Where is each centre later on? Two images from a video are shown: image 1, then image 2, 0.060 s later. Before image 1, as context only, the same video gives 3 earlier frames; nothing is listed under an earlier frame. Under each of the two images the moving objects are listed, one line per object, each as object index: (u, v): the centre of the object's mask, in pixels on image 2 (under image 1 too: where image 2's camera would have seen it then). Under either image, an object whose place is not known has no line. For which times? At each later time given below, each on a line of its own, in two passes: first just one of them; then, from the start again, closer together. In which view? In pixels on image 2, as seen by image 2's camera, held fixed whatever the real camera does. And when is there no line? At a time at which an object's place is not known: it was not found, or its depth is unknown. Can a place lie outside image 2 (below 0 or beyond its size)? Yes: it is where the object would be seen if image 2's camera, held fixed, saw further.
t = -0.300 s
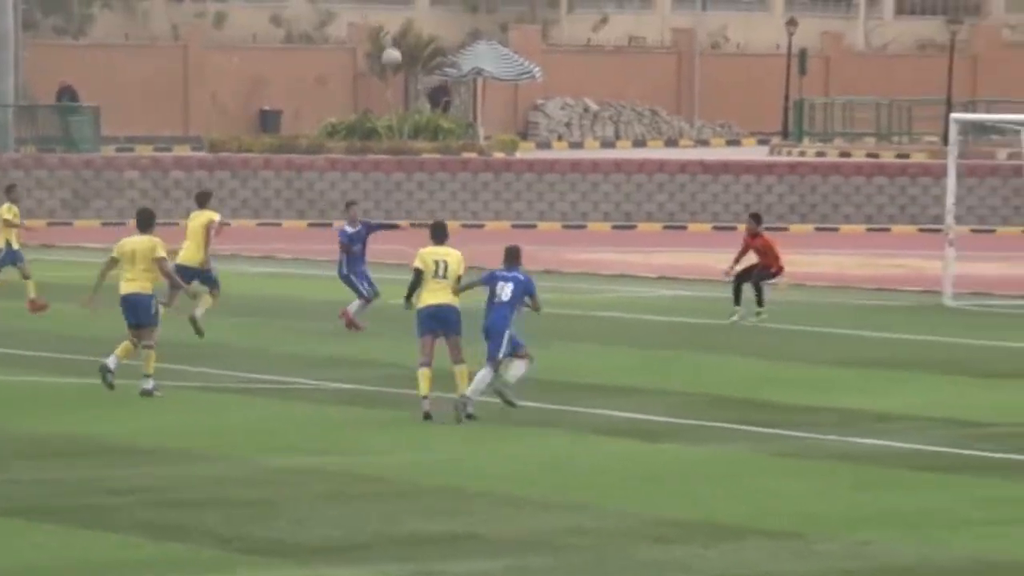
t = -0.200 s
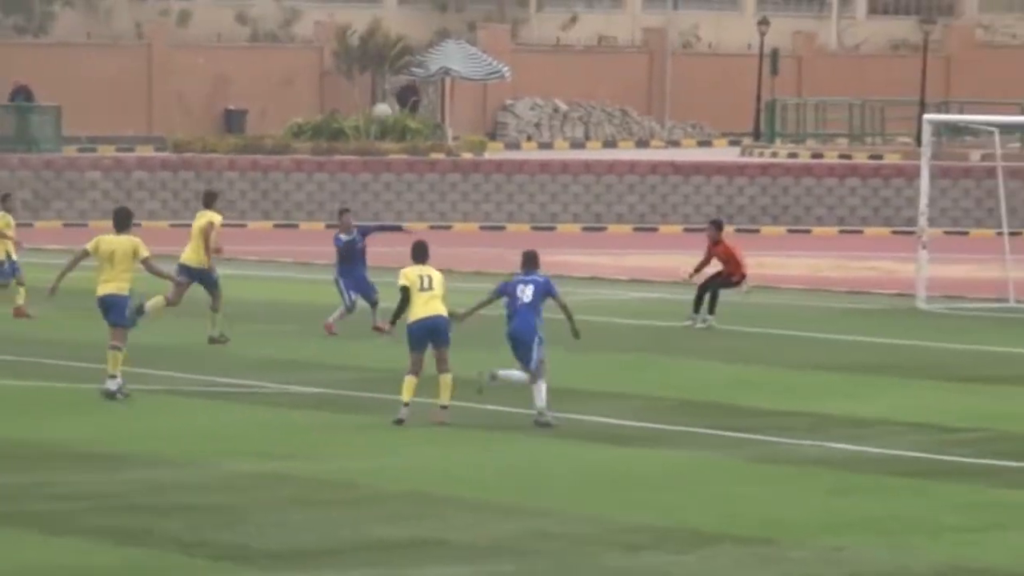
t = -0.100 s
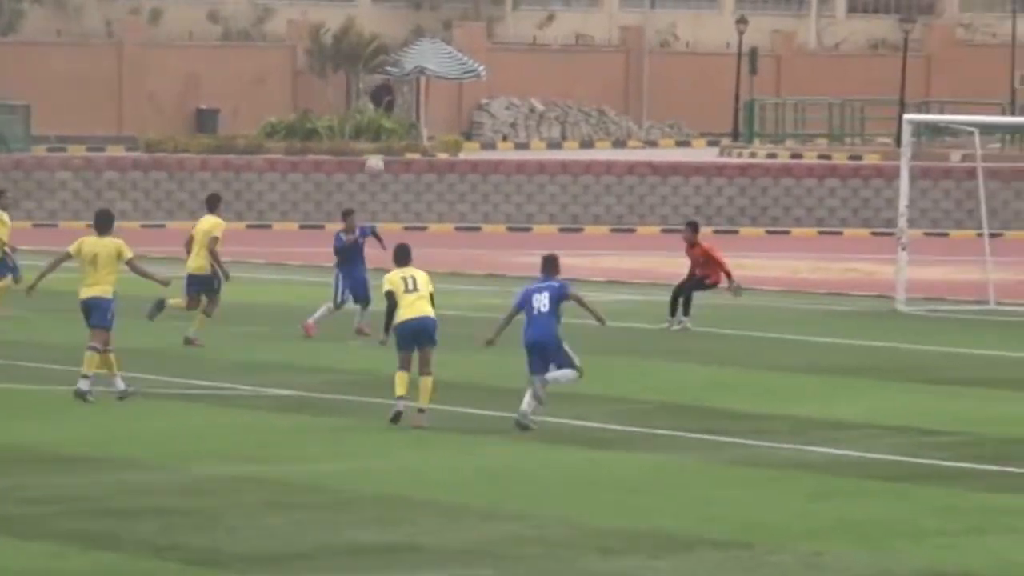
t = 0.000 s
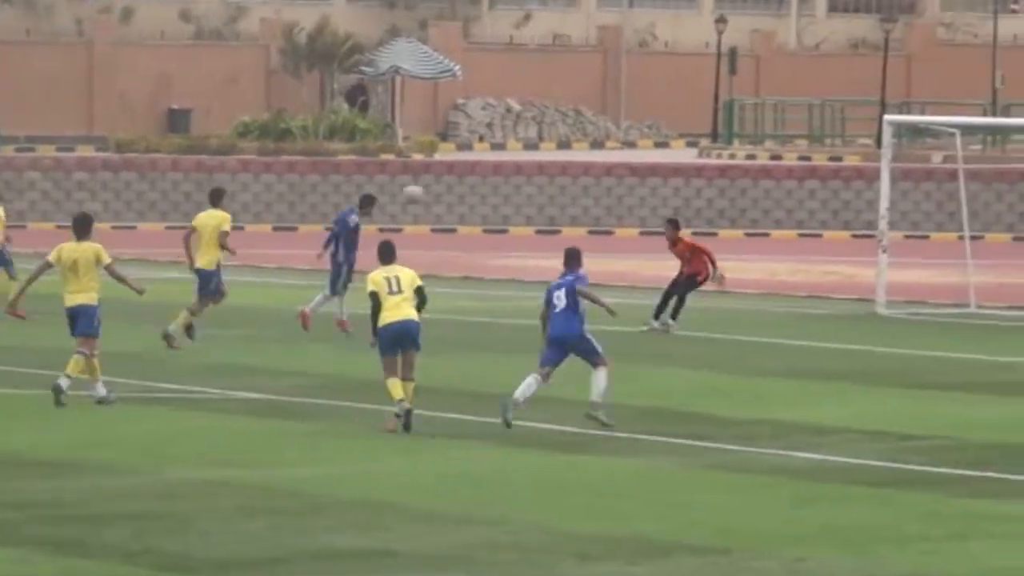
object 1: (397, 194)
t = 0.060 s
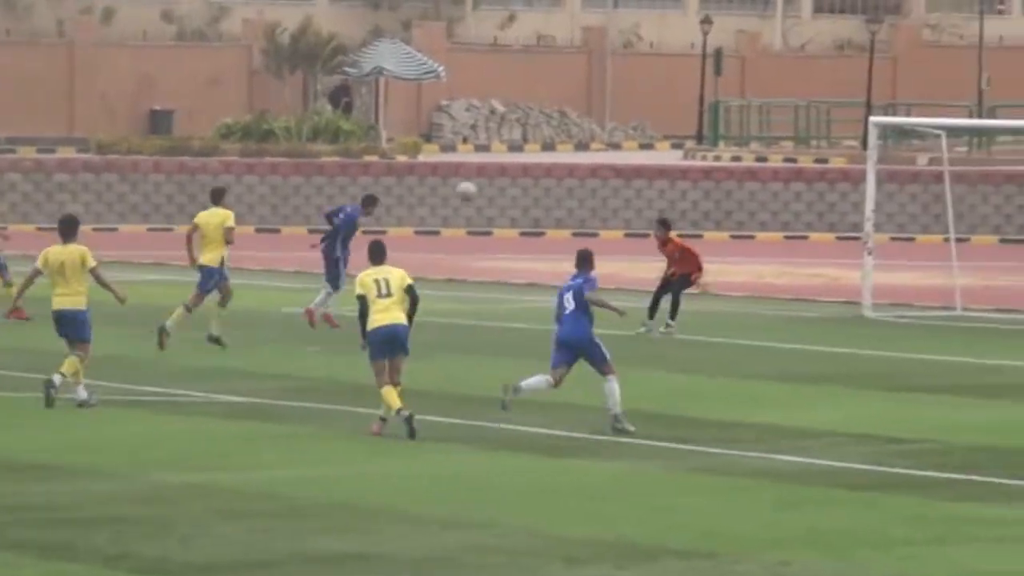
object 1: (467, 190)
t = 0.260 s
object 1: (693, 199)
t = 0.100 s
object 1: (512, 188)
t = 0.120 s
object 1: (535, 188)
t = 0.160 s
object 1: (581, 189)
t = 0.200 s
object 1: (627, 192)
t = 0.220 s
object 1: (649, 194)
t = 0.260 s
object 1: (693, 199)
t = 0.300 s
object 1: (737, 206)
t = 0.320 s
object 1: (760, 210)
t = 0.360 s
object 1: (803, 221)
